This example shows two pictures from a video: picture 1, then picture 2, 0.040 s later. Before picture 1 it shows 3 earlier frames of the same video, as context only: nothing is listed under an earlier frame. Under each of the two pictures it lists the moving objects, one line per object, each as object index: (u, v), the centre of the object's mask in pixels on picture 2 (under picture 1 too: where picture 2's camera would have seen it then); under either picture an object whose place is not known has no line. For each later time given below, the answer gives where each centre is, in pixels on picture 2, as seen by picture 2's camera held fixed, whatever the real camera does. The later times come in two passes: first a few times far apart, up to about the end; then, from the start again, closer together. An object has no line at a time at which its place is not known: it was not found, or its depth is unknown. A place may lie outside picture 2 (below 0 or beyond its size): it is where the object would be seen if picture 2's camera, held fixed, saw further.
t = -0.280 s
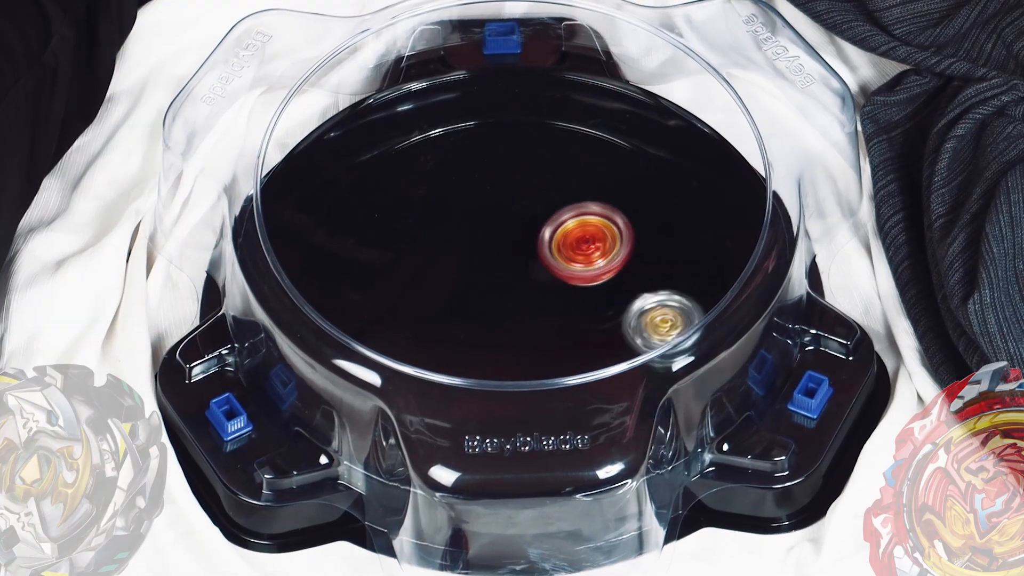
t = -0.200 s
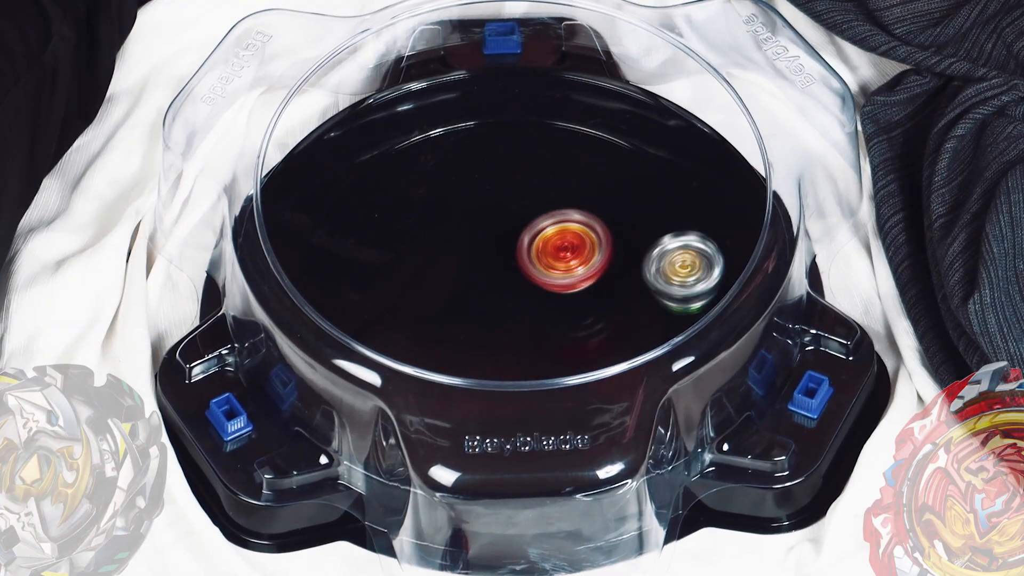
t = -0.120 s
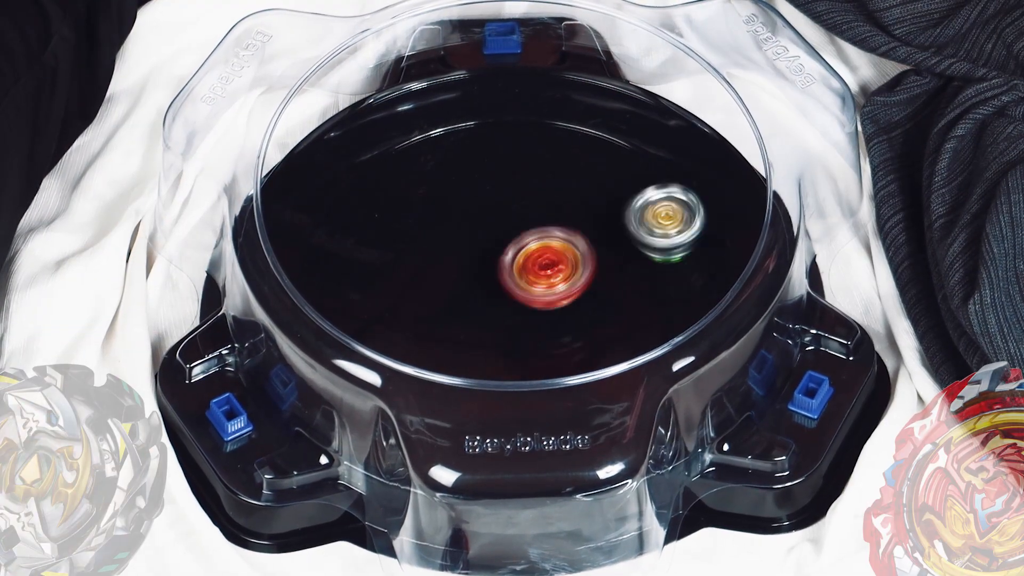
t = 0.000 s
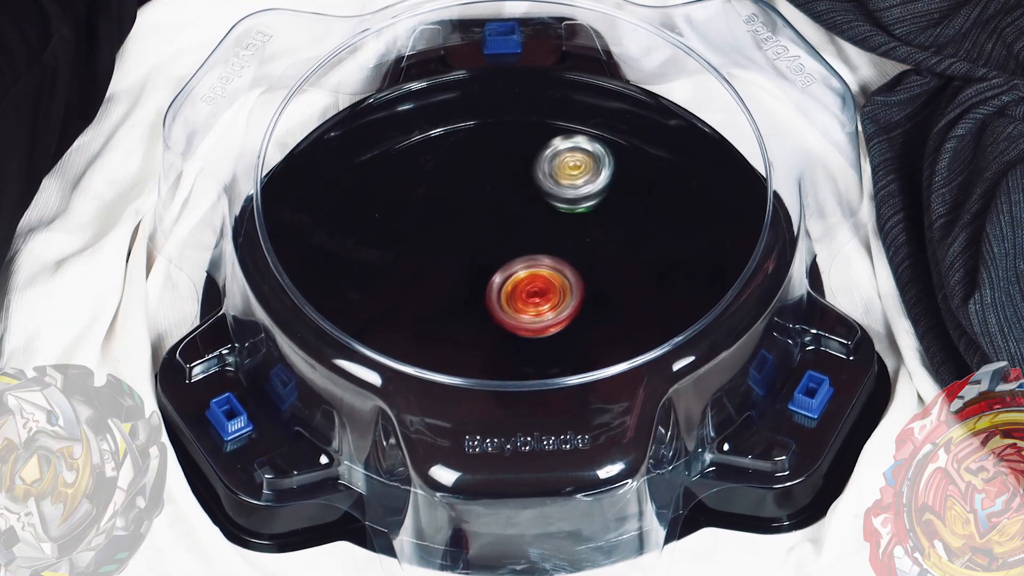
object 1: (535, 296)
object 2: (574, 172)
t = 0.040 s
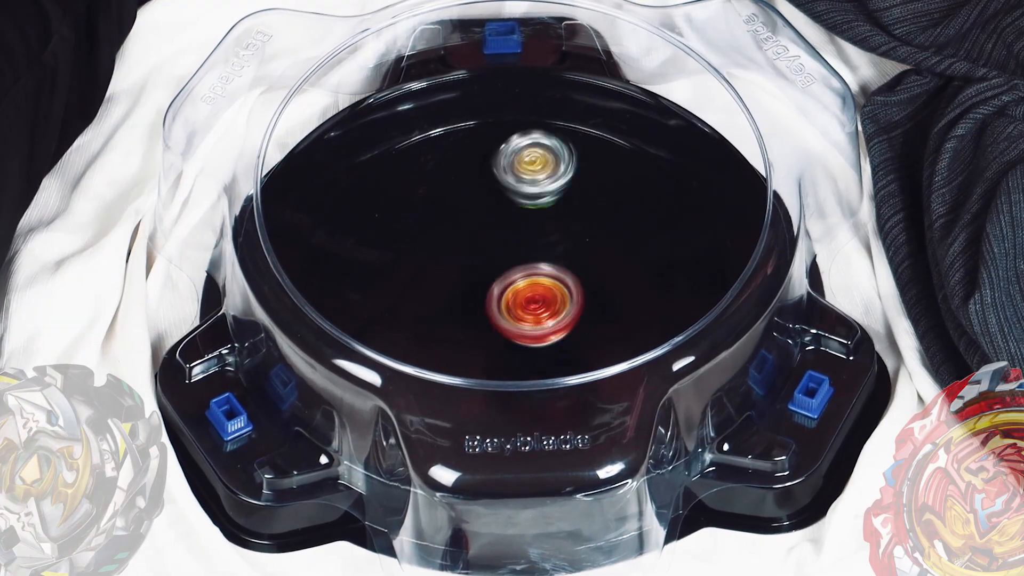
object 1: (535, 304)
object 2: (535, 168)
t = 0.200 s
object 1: (555, 321)
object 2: (397, 215)
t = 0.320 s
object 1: (565, 311)
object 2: (365, 295)
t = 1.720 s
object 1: (523, 208)
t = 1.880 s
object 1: (515, 156)
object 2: (522, 340)
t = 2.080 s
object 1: (453, 178)
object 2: (545, 256)
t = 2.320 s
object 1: (407, 232)
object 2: (552, 243)
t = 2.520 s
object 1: (488, 291)
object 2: (546, 231)
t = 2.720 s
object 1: (541, 325)
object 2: (565, 217)
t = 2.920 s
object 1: (548, 380)
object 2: (561, 153)
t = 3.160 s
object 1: (594, 341)
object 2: (503, 225)
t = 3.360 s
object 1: (627, 324)
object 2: (466, 269)
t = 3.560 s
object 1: (634, 316)
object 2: (427, 270)
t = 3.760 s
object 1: (572, 288)
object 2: (478, 317)
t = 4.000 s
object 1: (595, 250)
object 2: (446, 327)
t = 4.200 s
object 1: (550, 244)
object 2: (487, 327)
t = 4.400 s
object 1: (525, 223)
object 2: (496, 315)
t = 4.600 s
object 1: (509, 217)
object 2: (489, 303)
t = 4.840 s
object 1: (508, 219)
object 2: (501, 305)
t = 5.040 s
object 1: (518, 216)
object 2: (504, 322)
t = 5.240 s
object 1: (534, 222)
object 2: (505, 318)
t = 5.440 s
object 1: (548, 224)
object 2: (512, 323)
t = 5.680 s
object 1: (571, 228)
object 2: (494, 330)
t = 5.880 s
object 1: (564, 245)
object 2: (496, 321)
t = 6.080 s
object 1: (558, 260)
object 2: (480, 308)
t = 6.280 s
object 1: (561, 279)
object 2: (455, 287)
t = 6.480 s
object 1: (550, 297)
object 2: (461, 277)
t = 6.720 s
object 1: (543, 316)
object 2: (467, 257)
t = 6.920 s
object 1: (527, 332)
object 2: (487, 235)
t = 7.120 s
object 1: (523, 353)
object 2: (503, 214)
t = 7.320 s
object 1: (512, 346)
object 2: (527, 249)
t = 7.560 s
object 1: (482, 321)
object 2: (553, 269)
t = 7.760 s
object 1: (459, 289)
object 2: (558, 287)
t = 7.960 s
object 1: (459, 254)
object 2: (542, 308)
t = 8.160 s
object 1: (486, 232)
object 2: (509, 315)
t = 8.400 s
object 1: (524, 222)
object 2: (474, 298)
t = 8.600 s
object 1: (553, 237)
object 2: (467, 274)
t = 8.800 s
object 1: (584, 261)
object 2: (460, 261)
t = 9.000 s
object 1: (579, 294)
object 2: (488, 253)
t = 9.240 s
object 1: (545, 326)
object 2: (534, 248)
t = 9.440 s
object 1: (504, 328)
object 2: (557, 257)
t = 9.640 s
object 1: (467, 308)
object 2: (563, 283)
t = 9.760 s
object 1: (455, 287)
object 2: (554, 300)
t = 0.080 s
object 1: (539, 311)
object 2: (494, 170)
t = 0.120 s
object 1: (542, 316)
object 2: (456, 180)
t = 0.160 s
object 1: (547, 319)
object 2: (425, 194)
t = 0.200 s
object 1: (555, 321)
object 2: (397, 215)
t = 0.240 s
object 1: (560, 321)
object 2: (375, 240)
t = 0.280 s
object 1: (563, 317)
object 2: (365, 267)
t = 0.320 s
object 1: (565, 311)
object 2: (365, 295)
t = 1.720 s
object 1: (523, 208)
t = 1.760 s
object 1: (526, 189)
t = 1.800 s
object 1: (526, 174)
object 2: (502, 348)
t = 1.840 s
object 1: (522, 163)
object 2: (510, 346)
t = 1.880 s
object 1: (515, 156)
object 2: (522, 340)
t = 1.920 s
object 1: (505, 152)
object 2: (536, 326)
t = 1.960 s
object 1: (494, 152)
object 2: (546, 310)
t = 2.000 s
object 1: (480, 157)
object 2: (551, 292)
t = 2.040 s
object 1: (465, 166)
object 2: (550, 274)
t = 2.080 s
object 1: (453, 178)
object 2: (545, 256)
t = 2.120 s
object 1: (447, 193)
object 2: (535, 241)
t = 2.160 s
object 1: (433, 200)
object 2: (535, 236)
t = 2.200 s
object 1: (415, 204)
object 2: (546, 238)
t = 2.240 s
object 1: (405, 209)
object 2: (553, 240)
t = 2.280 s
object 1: (403, 218)
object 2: (554, 242)
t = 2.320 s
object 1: (407, 232)
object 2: (552, 243)
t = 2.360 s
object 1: (416, 249)
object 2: (549, 242)
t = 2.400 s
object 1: (431, 264)
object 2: (546, 240)
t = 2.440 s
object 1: (449, 276)
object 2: (543, 235)
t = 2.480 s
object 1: (469, 284)
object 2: (542, 233)
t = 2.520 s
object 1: (488, 291)
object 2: (546, 231)
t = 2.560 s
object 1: (499, 300)
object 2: (554, 227)
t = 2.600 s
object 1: (511, 305)
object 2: (558, 225)
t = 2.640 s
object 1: (525, 307)
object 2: (559, 228)
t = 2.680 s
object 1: (541, 306)
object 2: (558, 232)
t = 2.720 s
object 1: (541, 325)
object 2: (565, 217)
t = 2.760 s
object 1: (538, 343)
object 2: (575, 195)
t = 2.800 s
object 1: (536, 353)
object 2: (579, 176)
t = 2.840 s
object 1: (537, 370)
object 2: (578, 164)
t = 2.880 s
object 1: (541, 378)
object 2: (571, 157)
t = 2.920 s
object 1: (548, 380)
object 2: (561, 153)
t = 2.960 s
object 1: (557, 379)
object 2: (547, 153)
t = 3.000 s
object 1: (565, 378)
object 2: (533, 159)
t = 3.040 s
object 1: (574, 373)
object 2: (522, 172)
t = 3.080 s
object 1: (583, 364)
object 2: (513, 189)
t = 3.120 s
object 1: (591, 354)
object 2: (506, 205)
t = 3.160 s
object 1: (594, 341)
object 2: (503, 225)
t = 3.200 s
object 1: (596, 335)
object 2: (502, 244)
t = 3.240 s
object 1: (595, 326)
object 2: (504, 263)
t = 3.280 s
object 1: (591, 316)
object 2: (509, 281)
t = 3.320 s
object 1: (609, 319)
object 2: (490, 278)
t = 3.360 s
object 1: (627, 324)
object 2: (466, 269)
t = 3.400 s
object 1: (639, 323)
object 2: (447, 264)
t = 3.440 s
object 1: (643, 322)
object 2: (434, 260)
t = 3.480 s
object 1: (642, 322)
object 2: (427, 260)
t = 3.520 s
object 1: (641, 319)
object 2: (424, 263)
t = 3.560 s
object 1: (634, 316)
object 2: (427, 270)
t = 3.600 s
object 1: (625, 312)
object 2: (434, 281)
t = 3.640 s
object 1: (614, 305)
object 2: (443, 290)
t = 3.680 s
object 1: (599, 299)
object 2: (453, 300)
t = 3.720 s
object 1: (586, 294)
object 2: (464, 311)
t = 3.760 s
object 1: (572, 288)
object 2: (478, 317)
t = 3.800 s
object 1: (581, 279)
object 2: (466, 321)
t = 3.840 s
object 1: (597, 269)
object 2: (451, 324)
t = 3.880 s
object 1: (602, 261)
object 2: (442, 324)
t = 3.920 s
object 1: (605, 256)
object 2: (440, 324)
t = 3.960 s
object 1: (601, 252)
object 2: (441, 326)
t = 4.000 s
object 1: (595, 250)
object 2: (446, 327)
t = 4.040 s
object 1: (588, 248)
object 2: (452, 330)
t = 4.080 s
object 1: (578, 246)
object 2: (459, 331)
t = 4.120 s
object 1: (570, 244)
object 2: (469, 332)
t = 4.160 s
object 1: (559, 244)
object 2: (477, 330)
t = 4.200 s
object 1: (550, 244)
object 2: (487, 327)
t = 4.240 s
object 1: (540, 244)
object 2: (496, 322)
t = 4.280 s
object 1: (533, 245)
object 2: (501, 317)
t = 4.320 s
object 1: (532, 235)
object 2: (500, 320)
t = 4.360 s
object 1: (530, 228)
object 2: (498, 319)
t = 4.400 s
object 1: (525, 223)
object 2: (496, 315)
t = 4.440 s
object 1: (522, 221)
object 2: (496, 311)
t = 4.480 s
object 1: (516, 220)
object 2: (497, 307)
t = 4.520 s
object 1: (513, 220)
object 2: (494, 303)
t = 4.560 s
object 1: (507, 221)
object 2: (493, 300)
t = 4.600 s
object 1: (509, 217)
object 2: (489, 303)
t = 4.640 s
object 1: (508, 213)
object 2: (489, 307)
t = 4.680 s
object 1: (509, 212)
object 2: (489, 309)
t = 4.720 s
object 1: (507, 211)
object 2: (491, 309)
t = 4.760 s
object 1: (509, 214)
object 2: (495, 308)
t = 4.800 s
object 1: (507, 215)
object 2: (498, 306)
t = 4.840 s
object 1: (508, 219)
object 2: (501, 305)
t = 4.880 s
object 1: (507, 223)
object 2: (502, 302)
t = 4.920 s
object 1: (510, 221)
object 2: (501, 308)
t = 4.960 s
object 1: (512, 215)
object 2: (502, 316)
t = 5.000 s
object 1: (517, 214)
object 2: (502, 321)
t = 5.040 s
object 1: (518, 216)
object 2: (504, 322)
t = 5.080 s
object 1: (521, 218)
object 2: (505, 320)
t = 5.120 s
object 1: (523, 223)
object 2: (508, 316)
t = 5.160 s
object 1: (524, 226)
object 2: (509, 311)
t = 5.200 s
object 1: (528, 230)
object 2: (509, 310)
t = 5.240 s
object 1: (534, 222)
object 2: (505, 318)
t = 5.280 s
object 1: (541, 218)
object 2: (504, 324)
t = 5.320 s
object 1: (543, 218)
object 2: (506, 326)
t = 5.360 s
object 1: (546, 218)
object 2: (507, 327)
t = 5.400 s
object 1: (548, 222)
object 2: (510, 325)
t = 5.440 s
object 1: (548, 224)
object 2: (512, 323)
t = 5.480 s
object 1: (550, 229)
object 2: (515, 318)
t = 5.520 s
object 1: (549, 234)
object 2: (517, 315)
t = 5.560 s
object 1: (555, 234)
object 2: (516, 315)
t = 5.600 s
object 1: (561, 230)
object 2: (509, 320)
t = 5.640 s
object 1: (568, 227)
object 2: (501, 325)
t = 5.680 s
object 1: (571, 228)
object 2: (494, 330)
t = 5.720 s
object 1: (571, 230)
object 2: (491, 331)
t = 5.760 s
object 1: (571, 231)
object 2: (490, 330)
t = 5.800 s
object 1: (570, 237)
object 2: (491, 328)
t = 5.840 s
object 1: (566, 240)
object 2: (492, 324)
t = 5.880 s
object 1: (564, 245)
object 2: (496, 321)
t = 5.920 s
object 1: (561, 251)
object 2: (499, 316)
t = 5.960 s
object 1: (560, 252)
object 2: (496, 315)
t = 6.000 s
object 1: (561, 253)
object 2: (490, 314)
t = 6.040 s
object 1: (560, 258)
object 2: (484, 311)
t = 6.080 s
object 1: (558, 260)
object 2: (480, 308)
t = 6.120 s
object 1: (562, 262)
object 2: (472, 305)
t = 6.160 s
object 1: (561, 267)
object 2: (467, 301)
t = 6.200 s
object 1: (559, 271)
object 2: (466, 296)
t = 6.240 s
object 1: (560, 274)
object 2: (463, 291)
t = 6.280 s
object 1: (561, 279)
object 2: (455, 287)
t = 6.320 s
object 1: (560, 283)
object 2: (451, 284)
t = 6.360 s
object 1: (559, 286)
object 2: (451, 282)
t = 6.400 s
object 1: (556, 290)
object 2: (453, 279)
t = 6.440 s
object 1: (551, 293)
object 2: (458, 278)
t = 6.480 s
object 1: (550, 297)
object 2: (461, 277)
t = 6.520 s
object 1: (552, 302)
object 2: (460, 274)
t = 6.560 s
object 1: (551, 308)
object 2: (462, 271)
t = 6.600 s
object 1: (551, 311)
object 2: (464, 267)
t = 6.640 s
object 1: (550, 313)
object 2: (464, 263)
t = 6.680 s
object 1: (546, 315)
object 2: (465, 260)
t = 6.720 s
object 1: (543, 316)
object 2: (467, 257)
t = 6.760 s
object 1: (540, 316)
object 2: (470, 253)
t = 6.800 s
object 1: (537, 316)
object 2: (473, 252)
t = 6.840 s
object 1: (532, 316)
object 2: (478, 252)
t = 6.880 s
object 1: (528, 315)
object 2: (485, 251)
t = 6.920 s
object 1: (527, 332)
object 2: (487, 235)
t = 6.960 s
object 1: (528, 343)
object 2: (488, 221)
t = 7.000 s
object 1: (526, 349)
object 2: (493, 212)
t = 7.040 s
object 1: (525, 352)
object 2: (495, 210)
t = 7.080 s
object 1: (524, 354)
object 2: (500, 211)
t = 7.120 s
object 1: (523, 353)
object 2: (503, 214)
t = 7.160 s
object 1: (523, 353)
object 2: (509, 220)
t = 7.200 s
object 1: (519, 353)
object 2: (513, 226)
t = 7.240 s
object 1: (517, 351)
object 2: (517, 234)
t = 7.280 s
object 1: (515, 349)
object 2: (524, 241)
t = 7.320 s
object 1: (512, 346)
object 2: (527, 249)
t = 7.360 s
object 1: (511, 341)
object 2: (531, 258)
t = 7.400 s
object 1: (508, 335)
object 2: (534, 263)
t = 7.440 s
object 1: (500, 333)
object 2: (541, 265)
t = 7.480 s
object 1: (492, 330)
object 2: (547, 263)
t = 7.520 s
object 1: (486, 326)
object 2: (550, 267)
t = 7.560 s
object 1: (482, 321)
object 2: (553, 269)
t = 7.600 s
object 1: (479, 314)
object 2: (553, 274)
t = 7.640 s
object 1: (471, 310)
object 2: (559, 275)
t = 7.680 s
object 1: (464, 304)
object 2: (560, 279)
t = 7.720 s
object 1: (460, 296)
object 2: (560, 282)
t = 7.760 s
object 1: (459, 289)
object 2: (558, 287)
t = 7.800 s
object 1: (458, 283)
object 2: (554, 291)
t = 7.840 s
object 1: (457, 275)
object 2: (553, 296)
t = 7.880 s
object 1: (457, 268)
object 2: (550, 301)
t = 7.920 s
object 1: (458, 261)
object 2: (548, 304)
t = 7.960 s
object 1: (459, 254)
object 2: (542, 308)
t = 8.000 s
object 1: (463, 248)
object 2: (537, 311)
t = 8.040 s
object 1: (468, 243)
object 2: (531, 314)
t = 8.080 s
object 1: (473, 239)
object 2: (524, 314)
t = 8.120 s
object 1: (479, 235)
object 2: (518, 315)
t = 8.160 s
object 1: (486, 232)
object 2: (509, 315)
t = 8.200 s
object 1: (492, 230)
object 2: (503, 314)
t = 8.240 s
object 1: (498, 227)
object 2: (495, 313)
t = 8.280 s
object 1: (504, 225)
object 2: (489, 310)
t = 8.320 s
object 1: (511, 223)
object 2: (484, 307)
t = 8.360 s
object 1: (517, 222)
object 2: (478, 303)
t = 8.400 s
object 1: (524, 222)
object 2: (474, 298)
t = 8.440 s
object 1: (532, 224)
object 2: (470, 295)
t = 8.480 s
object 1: (539, 226)
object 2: (467, 289)
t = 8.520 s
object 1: (544, 230)
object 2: (467, 284)
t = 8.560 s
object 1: (549, 233)
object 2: (466, 280)
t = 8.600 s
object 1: (553, 237)
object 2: (467, 274)
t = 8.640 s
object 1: (560, 240)
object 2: (467, 270)
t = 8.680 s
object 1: (570, 244)
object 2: (462, 268)
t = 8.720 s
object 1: (576, 249)
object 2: (458, 264)
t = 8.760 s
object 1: (581, 255)
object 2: (458, 262)
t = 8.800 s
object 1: (584, 261)
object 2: (460, 261)
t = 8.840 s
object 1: (585, 268)
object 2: (462, 259)
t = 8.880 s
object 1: (585, 275)
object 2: (467, 257)
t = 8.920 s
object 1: (584, 281)
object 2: (474, 257)
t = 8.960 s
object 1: (582, 288)
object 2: (479, 255)
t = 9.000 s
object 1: (579, 294)
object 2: (488, 253)
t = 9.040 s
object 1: (575, 300)
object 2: (498, 253)
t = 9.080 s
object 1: (570, 305)
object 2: (506, 252)
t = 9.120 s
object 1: (565, 310)
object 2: (513, 251)
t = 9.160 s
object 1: (560, 316)
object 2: (521, 249)
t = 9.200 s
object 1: (553, 321)
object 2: (528, 249)
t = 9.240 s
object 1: (545, 326)
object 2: (534, 248)
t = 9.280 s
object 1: (538, 328)
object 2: (539, 247)
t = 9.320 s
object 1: (530, 330)
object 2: (546, 248)
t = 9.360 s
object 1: (522, 331)
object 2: (550, 252)
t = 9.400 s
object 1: (513, 330)
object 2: (553, 254)
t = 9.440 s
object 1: (504, 328)
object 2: (557, 257)
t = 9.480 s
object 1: (496, 326)
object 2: (561, 261)
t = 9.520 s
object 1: (487, 323)
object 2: (563, 267)
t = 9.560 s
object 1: (480, 318)
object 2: (564, 273)
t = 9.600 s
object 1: (472, 313)
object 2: (564, 278)
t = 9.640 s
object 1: (467, 308)
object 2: (563, 283)
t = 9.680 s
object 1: (462, 301)
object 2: (562, 288)
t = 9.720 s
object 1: (458, 294)
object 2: (559, 294)
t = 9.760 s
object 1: (455, 287)
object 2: (554, 300)
